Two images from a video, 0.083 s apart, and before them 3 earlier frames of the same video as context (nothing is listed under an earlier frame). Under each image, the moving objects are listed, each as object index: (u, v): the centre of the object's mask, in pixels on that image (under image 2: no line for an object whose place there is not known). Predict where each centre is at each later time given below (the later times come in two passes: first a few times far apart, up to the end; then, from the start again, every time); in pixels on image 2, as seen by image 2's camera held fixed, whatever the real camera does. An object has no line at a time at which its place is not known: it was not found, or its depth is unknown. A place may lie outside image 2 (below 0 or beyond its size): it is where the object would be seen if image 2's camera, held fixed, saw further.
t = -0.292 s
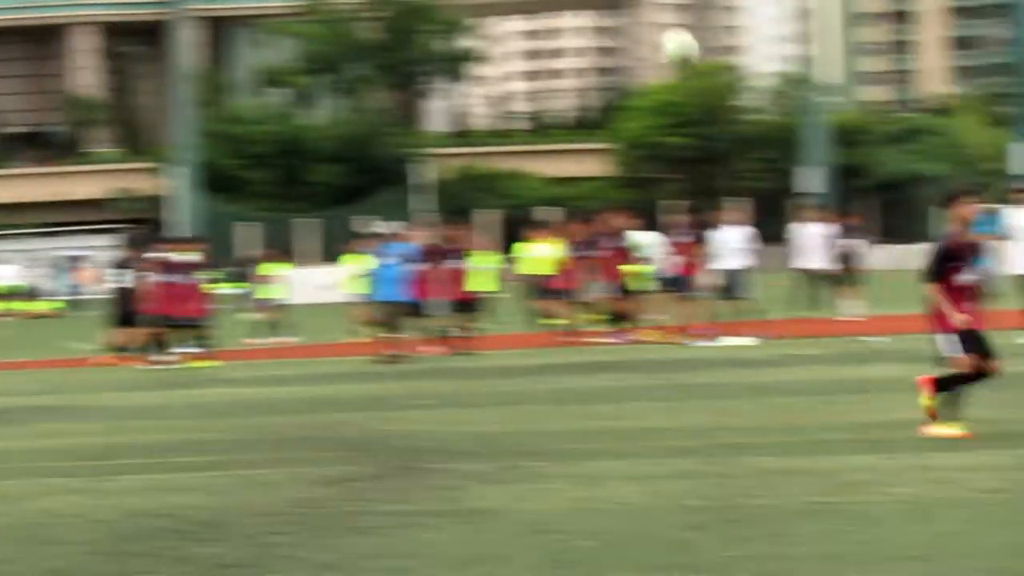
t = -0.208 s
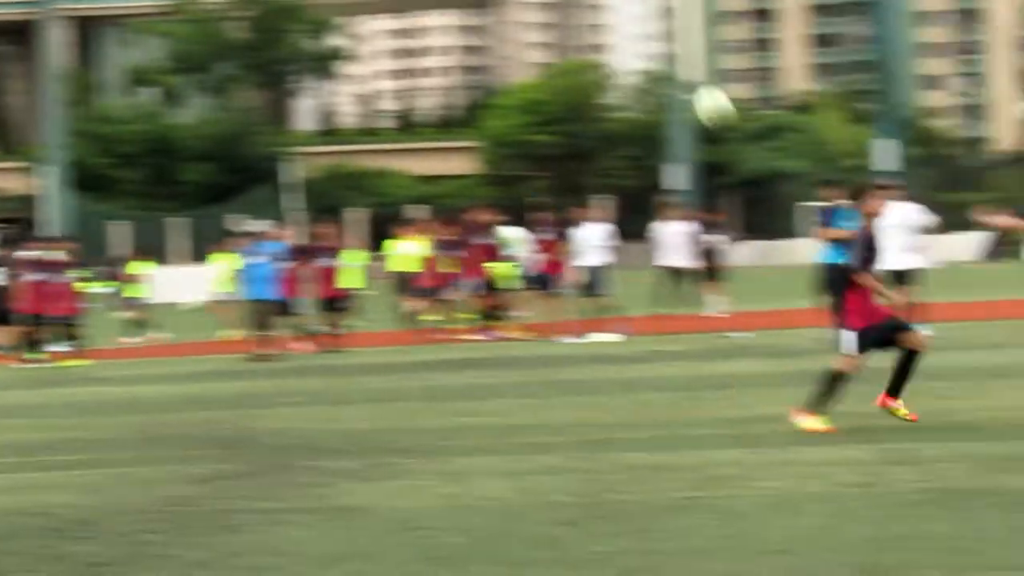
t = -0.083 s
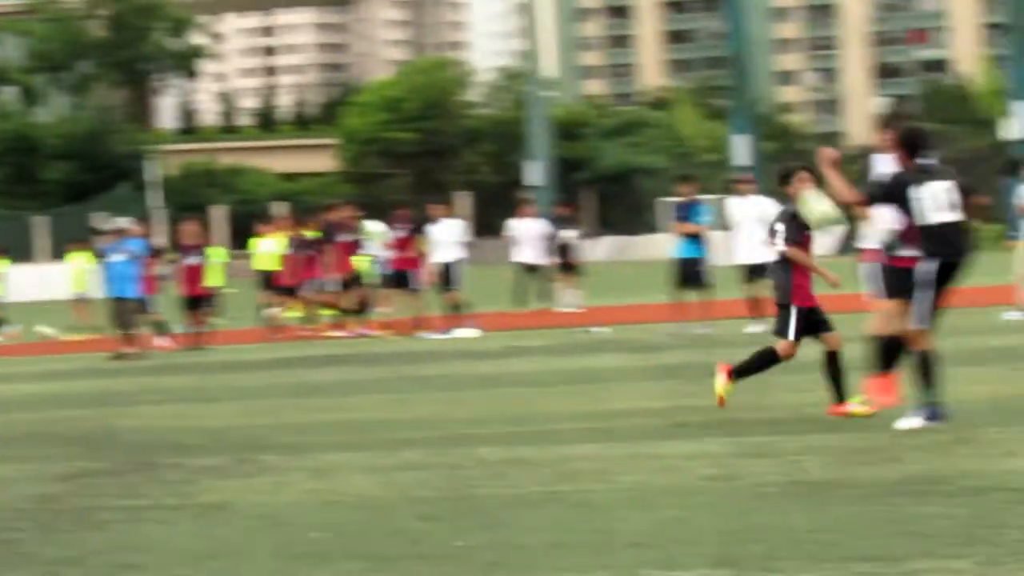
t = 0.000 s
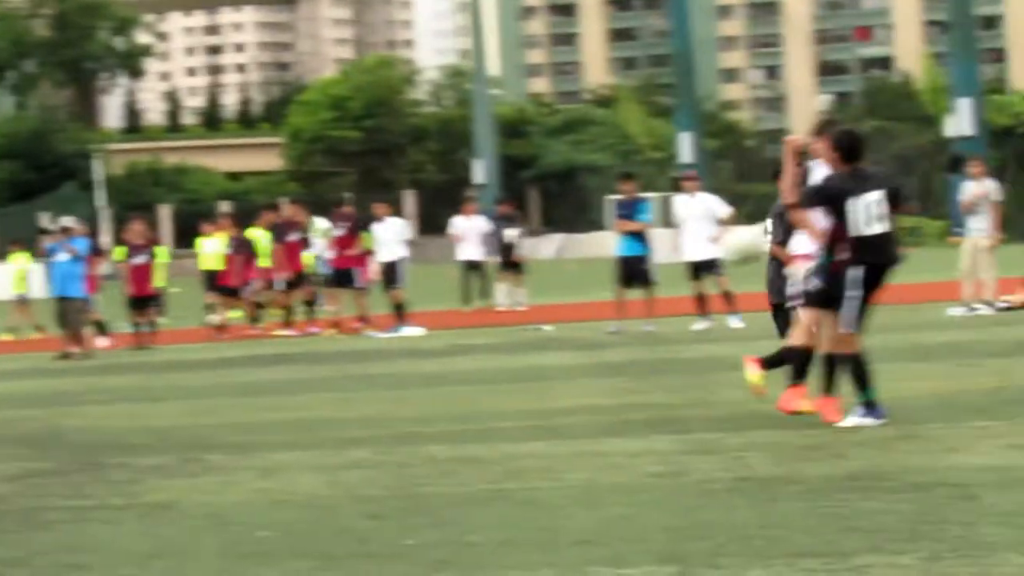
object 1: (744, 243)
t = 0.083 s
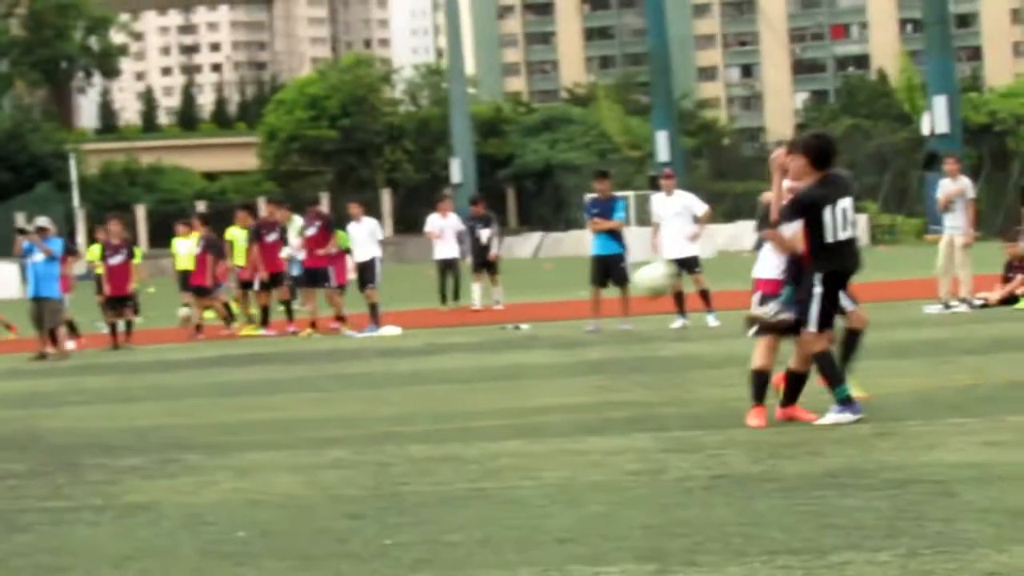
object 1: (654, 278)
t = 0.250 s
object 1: (528, 387)
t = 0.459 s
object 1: (409, 334)
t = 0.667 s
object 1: (303, 300)
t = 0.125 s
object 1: (621, 302)
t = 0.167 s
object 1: (590, 326)
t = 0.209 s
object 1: (558, 354)
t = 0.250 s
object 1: (528, 387)
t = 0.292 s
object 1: (500, 412)
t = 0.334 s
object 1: (478, 390)
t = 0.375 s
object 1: (454, 368)
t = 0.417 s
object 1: (431, 350)
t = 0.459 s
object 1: (409, 334)
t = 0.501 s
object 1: (389, 323)
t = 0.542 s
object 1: (367, 313)
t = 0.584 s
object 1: (345, 305)
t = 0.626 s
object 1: (324, 302)
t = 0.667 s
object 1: (303, 300)
